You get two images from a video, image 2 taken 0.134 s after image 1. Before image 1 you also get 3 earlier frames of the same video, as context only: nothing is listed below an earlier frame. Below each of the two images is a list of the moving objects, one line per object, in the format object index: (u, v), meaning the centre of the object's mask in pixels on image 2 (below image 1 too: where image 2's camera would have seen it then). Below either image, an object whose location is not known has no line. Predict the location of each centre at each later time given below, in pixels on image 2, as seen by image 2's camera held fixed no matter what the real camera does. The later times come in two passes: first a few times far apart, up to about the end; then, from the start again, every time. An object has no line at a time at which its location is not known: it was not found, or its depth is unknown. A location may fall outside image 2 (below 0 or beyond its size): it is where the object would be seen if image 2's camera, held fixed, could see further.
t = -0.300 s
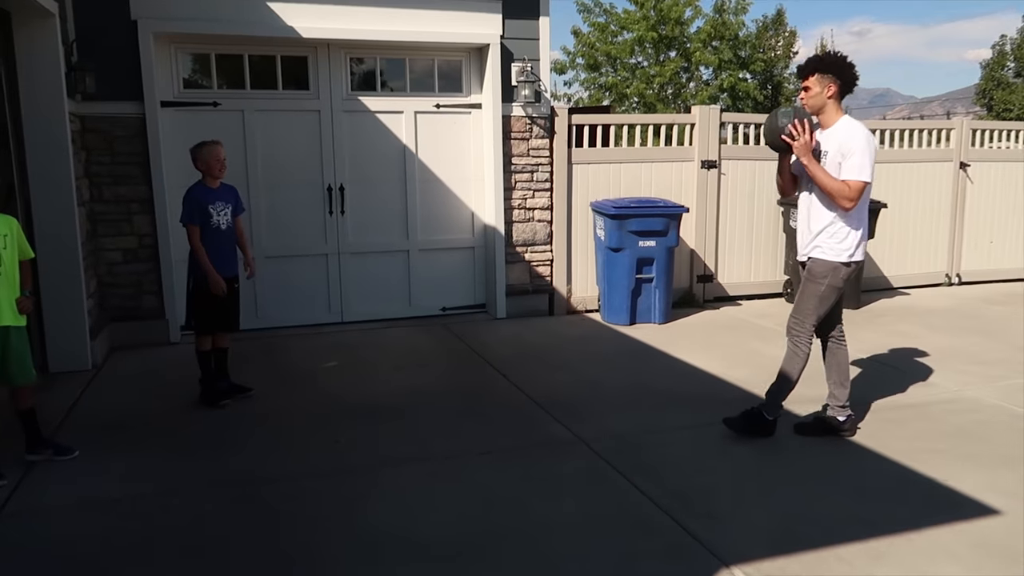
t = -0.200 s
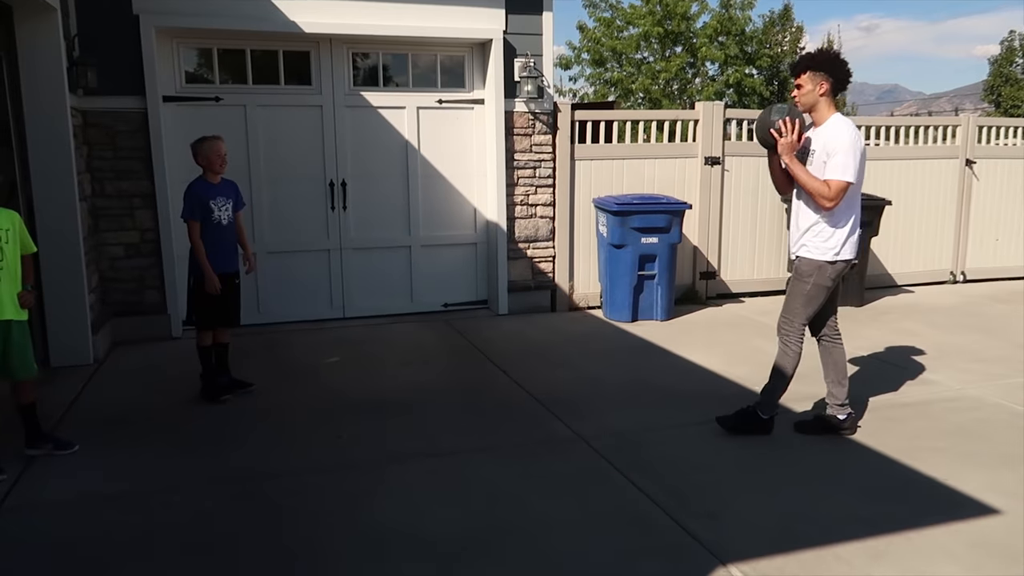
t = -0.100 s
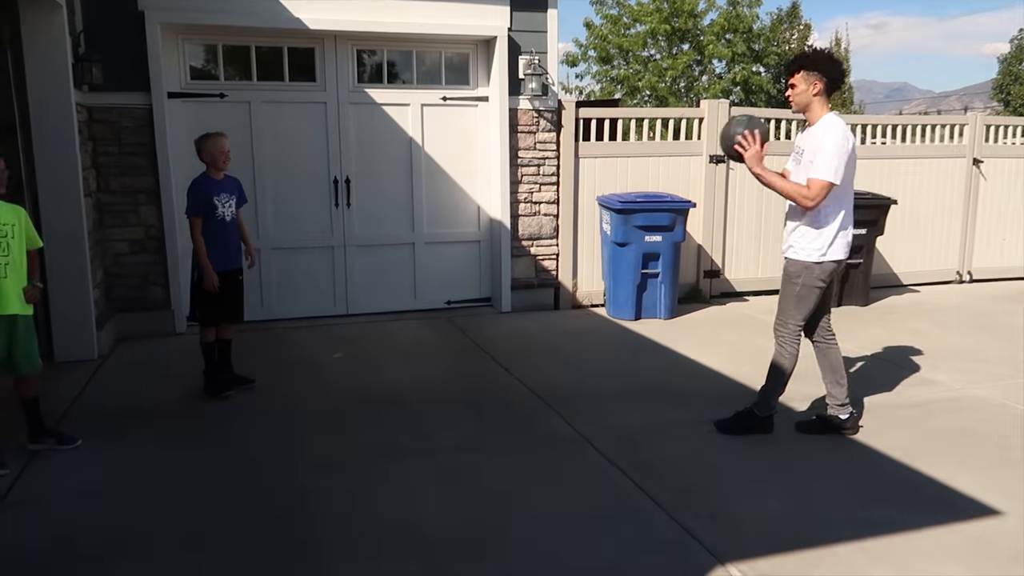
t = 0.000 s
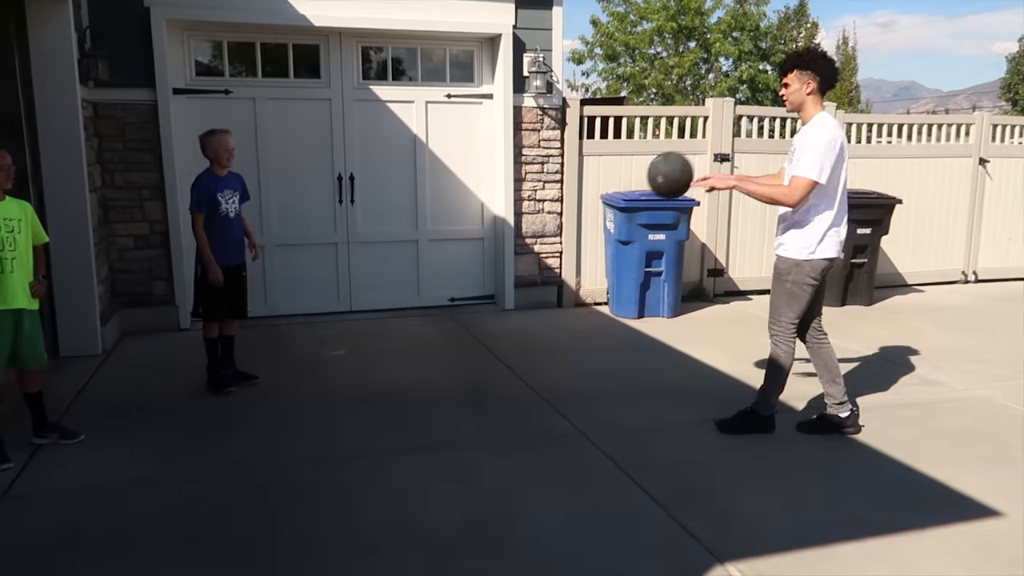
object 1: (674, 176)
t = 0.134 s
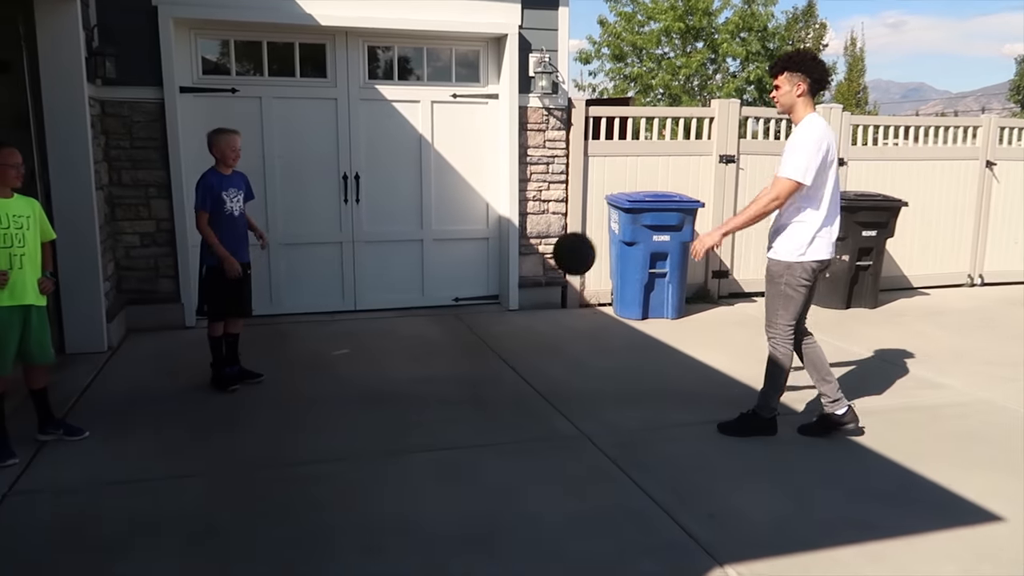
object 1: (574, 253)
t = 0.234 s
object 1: (506, 326)
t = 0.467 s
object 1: (401, 280)
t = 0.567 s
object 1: (364, 233)
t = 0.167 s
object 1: (550, 277)
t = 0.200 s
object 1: (528, 300)
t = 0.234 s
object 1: (506, 326)
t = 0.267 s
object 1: (485, 353)
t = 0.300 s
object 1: (464, 381)
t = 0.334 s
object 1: (451, 366)
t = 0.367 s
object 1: (439, 341)
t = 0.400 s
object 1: (426, 319)
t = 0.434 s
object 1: (414, 298)
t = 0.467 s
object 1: (401, 280)
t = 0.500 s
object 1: (388, 262)
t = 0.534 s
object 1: (376, 247)
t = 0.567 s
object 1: (364, 233)
